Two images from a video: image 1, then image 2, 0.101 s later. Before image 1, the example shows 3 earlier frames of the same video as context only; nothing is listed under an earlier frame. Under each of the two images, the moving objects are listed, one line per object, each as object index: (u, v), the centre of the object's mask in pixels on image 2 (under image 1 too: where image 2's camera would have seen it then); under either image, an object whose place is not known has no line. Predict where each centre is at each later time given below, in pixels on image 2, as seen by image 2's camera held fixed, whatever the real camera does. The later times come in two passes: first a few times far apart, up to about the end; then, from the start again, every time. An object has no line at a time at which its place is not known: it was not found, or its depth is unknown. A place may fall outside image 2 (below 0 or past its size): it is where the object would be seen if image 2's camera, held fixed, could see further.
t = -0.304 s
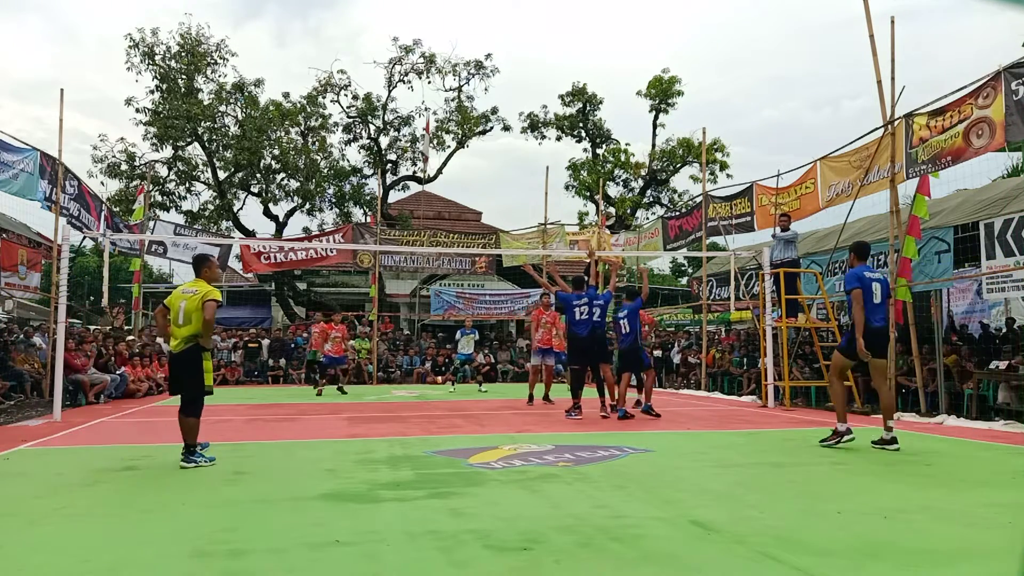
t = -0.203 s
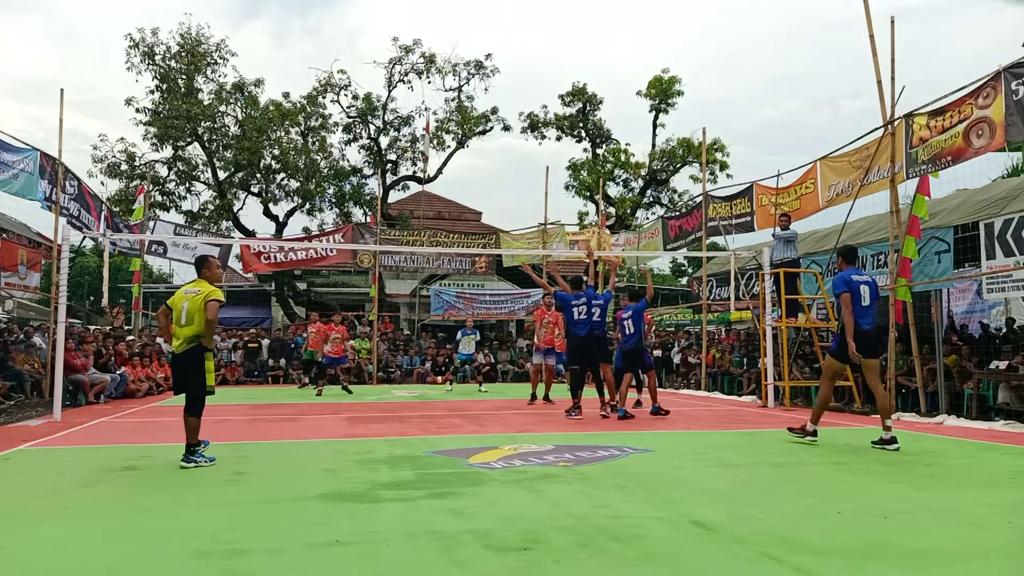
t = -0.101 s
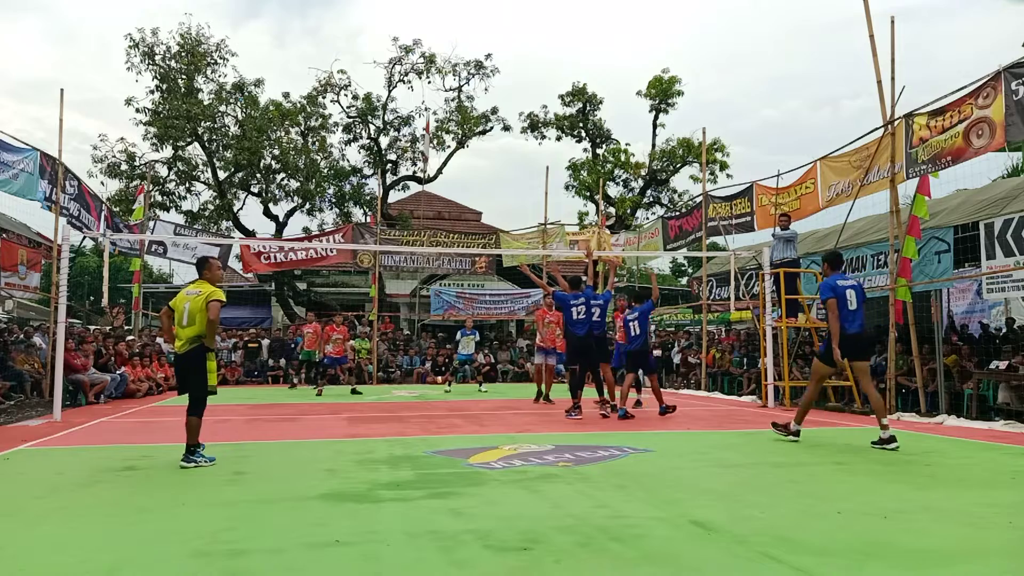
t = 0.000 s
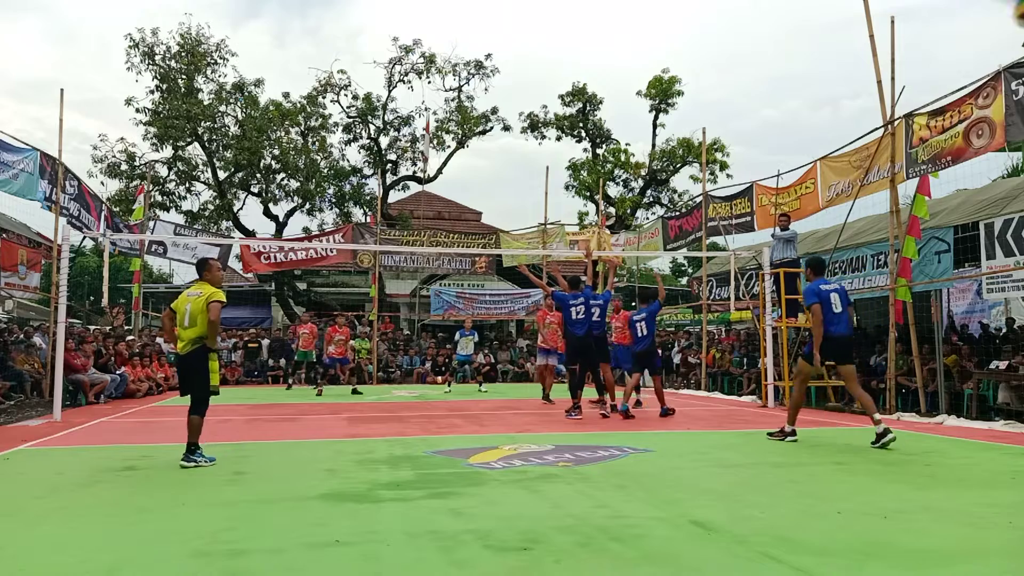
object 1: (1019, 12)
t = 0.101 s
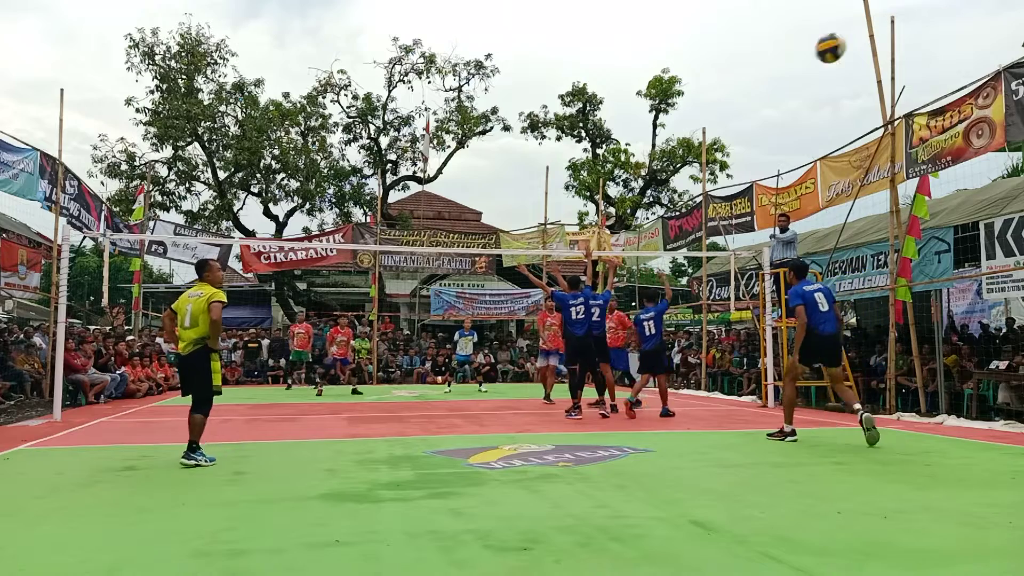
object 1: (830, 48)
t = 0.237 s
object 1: (670, 92)
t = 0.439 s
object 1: (536, 156)
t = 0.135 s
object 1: (781, 60)
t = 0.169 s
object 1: (739, 71)
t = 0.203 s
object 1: (703, 82)
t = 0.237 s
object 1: (670, 92)
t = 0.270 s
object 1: (641, 102)
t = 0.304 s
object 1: (617, 113)
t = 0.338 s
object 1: (592, 124)
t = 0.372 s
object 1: (572, 134)
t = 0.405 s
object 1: (554, 145)
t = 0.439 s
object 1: (536, 156)
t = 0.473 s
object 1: (520, 167)
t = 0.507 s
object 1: (506, 177)
